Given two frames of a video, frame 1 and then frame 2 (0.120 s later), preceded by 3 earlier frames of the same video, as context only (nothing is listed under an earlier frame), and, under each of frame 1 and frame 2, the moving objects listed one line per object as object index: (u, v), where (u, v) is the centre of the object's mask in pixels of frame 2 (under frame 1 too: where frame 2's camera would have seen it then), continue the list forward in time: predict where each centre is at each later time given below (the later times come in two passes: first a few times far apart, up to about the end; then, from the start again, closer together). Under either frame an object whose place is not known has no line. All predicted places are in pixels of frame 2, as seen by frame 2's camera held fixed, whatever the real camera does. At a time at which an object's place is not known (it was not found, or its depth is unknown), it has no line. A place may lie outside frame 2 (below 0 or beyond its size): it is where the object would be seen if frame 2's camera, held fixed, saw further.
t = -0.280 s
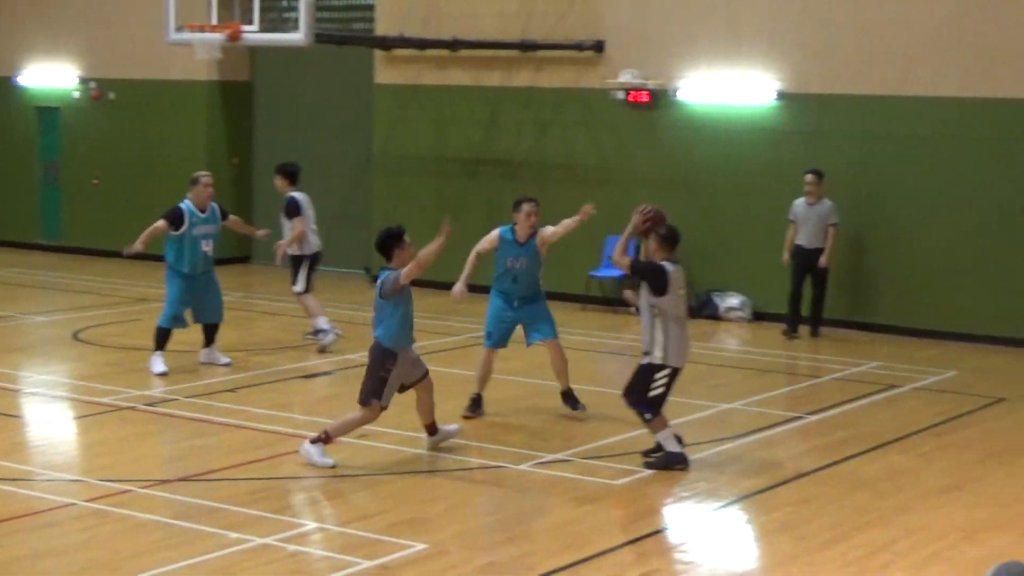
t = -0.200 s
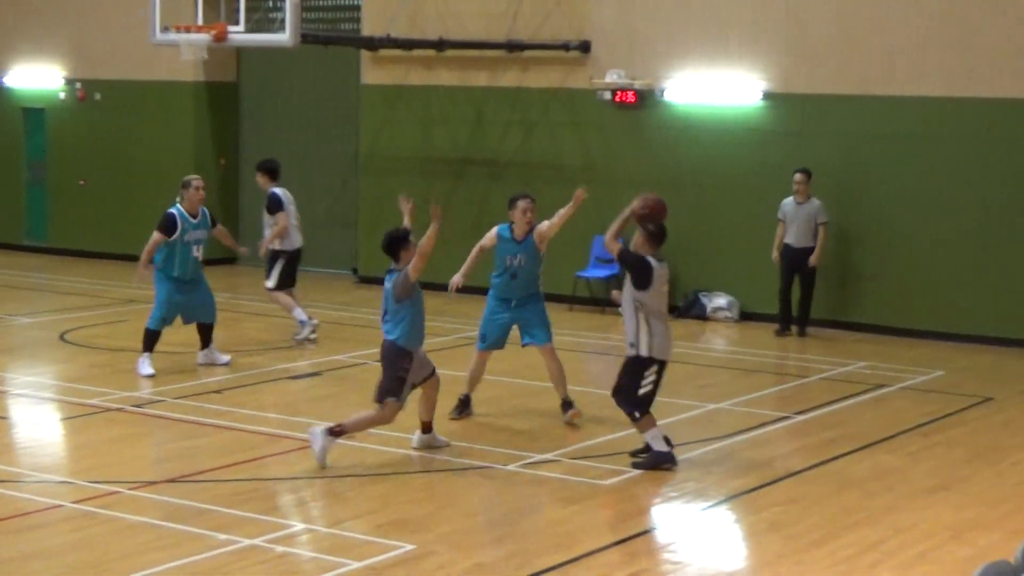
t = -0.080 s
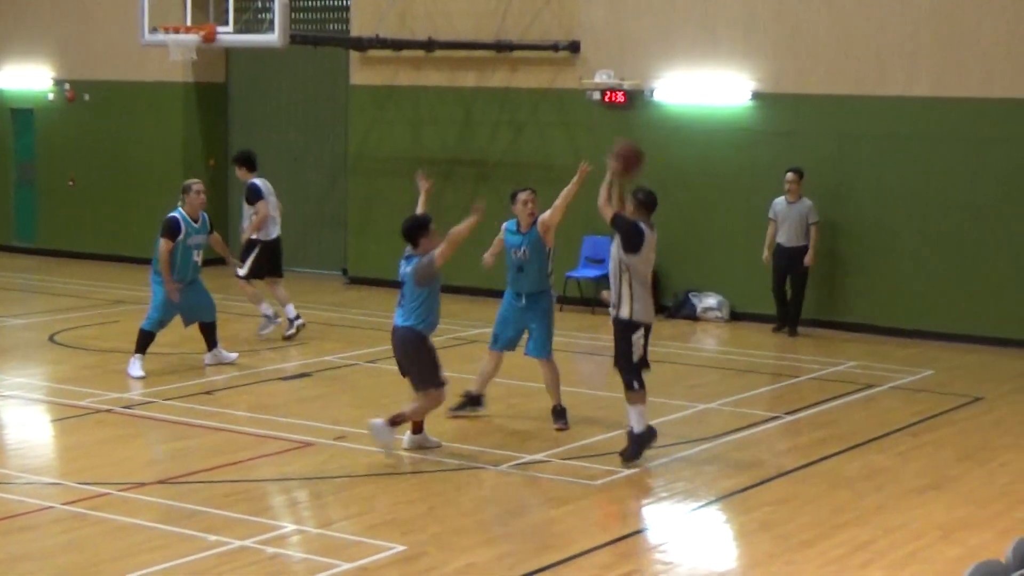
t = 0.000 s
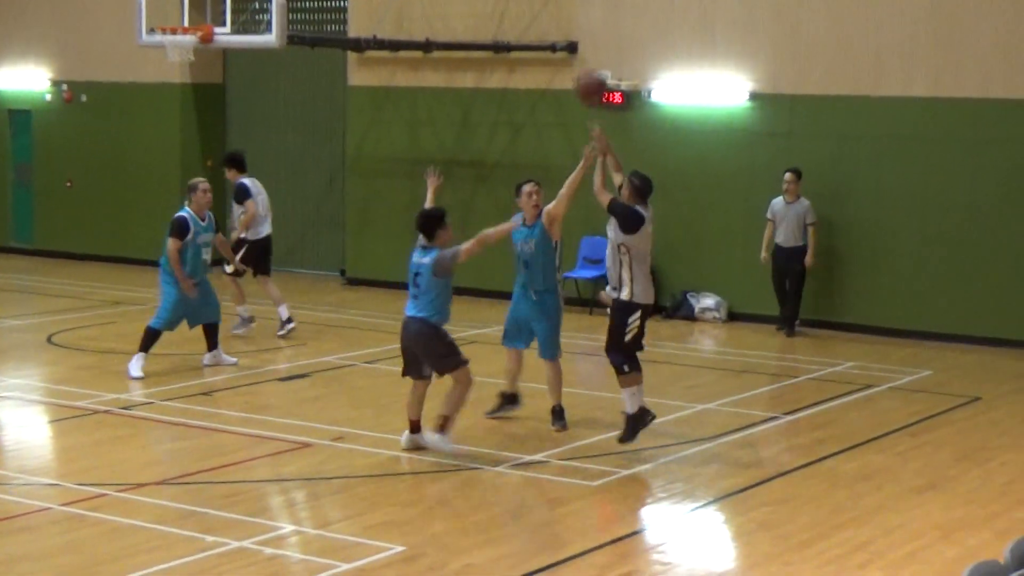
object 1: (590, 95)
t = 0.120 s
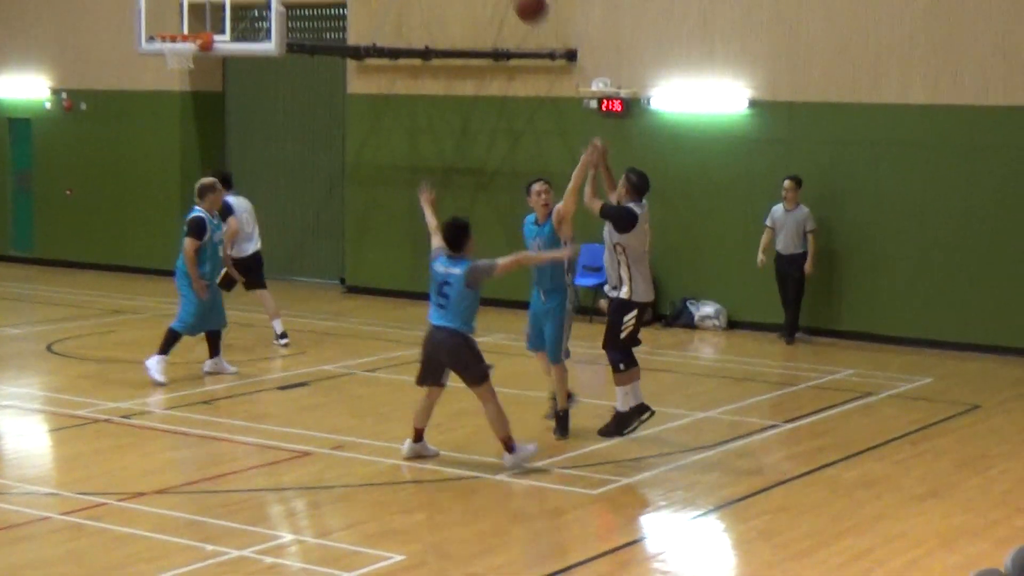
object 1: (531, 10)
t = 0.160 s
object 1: (510, -6)
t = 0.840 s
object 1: (253, -81)
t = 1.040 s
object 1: (196, -21)
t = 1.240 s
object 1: (199, 3)
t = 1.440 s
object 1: (260, -14)
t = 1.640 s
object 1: (323, 13)
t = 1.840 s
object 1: (389, 88)
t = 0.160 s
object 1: (510, -6)
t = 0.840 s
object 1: (253, -81)
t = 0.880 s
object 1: (242, -78)
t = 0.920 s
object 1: (230, -70)
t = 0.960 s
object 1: (218, -54)
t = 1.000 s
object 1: (208, -39)
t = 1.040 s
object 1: (196, -21)
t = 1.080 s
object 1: (185, -2)
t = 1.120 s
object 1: (174, 17)
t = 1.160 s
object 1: (176, 20)
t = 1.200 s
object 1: (188, 11)
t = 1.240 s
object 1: (199, 3)
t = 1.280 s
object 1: (211, -3)
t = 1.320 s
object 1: (223, -8)
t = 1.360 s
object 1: (236, -12)
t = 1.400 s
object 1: (248, -14)
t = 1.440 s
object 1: (260, -14)
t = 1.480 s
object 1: (273, -13)
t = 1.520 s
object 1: (286, -8)
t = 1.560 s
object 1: (297, -4)
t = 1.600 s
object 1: (311, 4)
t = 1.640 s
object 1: (323, 13)
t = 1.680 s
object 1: (336, 24)
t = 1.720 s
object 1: (350, 37)
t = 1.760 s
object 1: (361, 52)
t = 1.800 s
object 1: (375, 68)
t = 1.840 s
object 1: (389, 88)
